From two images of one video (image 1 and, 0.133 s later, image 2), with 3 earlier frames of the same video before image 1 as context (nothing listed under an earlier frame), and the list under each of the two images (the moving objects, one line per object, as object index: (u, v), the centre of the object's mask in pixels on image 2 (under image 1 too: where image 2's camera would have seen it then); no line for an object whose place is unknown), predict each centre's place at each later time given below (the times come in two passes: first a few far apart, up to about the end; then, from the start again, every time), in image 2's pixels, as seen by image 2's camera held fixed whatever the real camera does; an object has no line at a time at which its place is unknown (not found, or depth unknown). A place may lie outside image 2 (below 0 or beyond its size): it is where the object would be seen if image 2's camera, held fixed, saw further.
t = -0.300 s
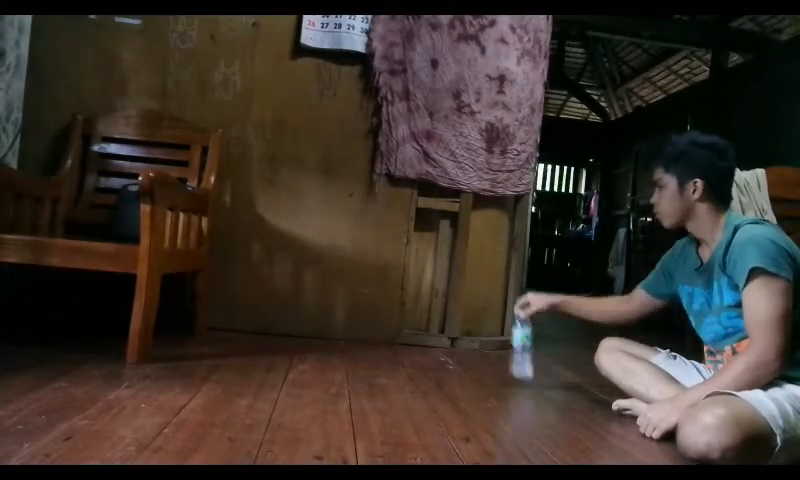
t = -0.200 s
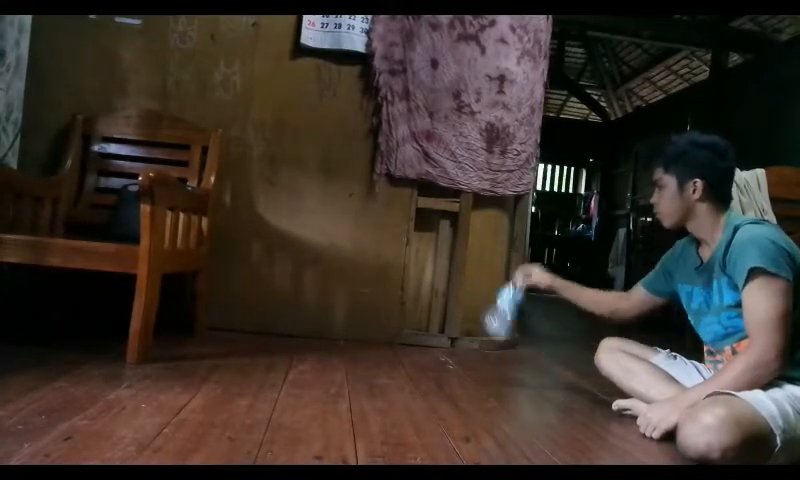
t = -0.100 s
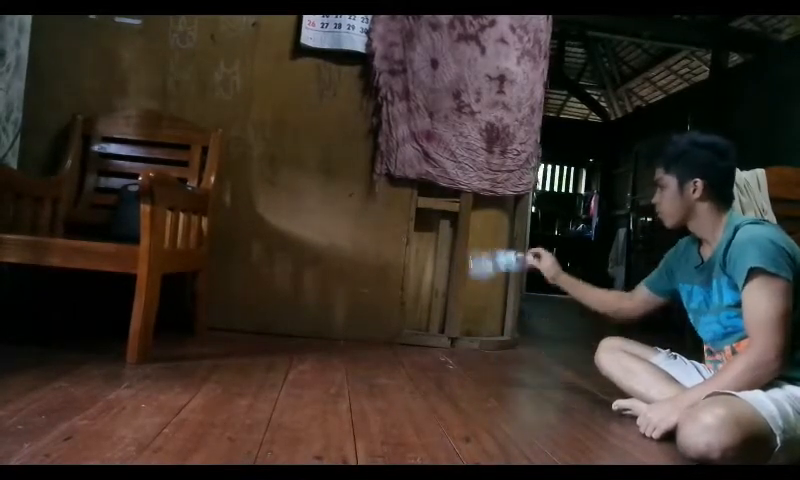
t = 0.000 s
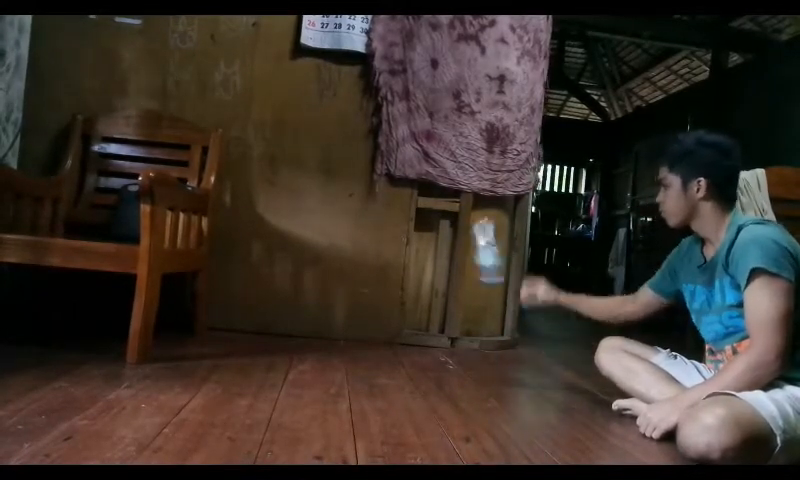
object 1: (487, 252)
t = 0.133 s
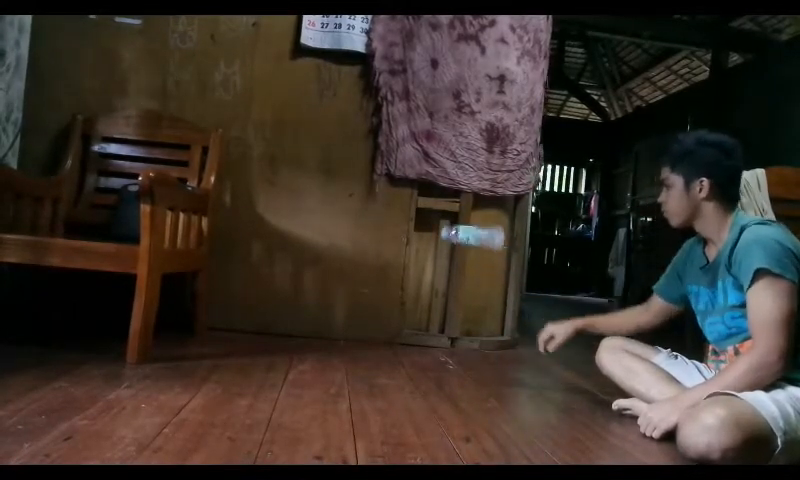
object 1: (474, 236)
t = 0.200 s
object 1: (479, 252)
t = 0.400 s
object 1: (484, 348)
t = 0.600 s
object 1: (494, 349)
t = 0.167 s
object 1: (477, 242)
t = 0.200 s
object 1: (479, 252)
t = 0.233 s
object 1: (480, 266)
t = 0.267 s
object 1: (481, 284)
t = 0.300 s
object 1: (482, 306)
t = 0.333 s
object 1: (481, 332)
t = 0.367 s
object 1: (481, 348)
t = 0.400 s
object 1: (484, 348)
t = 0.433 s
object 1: (487, 349)
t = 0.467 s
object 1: (489, 349)
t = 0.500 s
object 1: (490, 349)
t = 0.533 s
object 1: (492, 349)
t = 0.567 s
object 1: (493, 349)
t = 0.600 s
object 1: (494, 349)
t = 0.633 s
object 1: (494, 349)
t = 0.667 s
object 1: (494, 349)
